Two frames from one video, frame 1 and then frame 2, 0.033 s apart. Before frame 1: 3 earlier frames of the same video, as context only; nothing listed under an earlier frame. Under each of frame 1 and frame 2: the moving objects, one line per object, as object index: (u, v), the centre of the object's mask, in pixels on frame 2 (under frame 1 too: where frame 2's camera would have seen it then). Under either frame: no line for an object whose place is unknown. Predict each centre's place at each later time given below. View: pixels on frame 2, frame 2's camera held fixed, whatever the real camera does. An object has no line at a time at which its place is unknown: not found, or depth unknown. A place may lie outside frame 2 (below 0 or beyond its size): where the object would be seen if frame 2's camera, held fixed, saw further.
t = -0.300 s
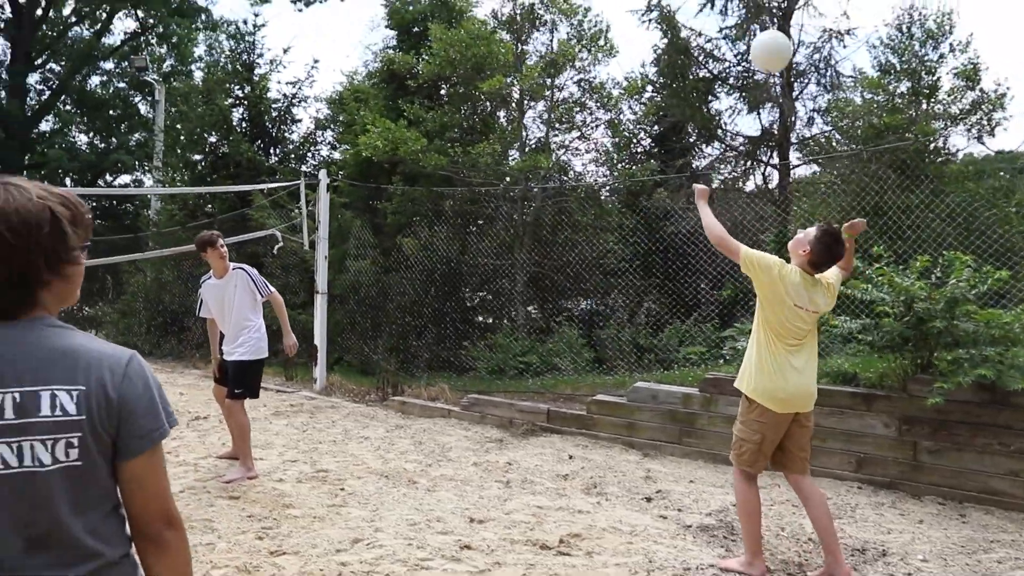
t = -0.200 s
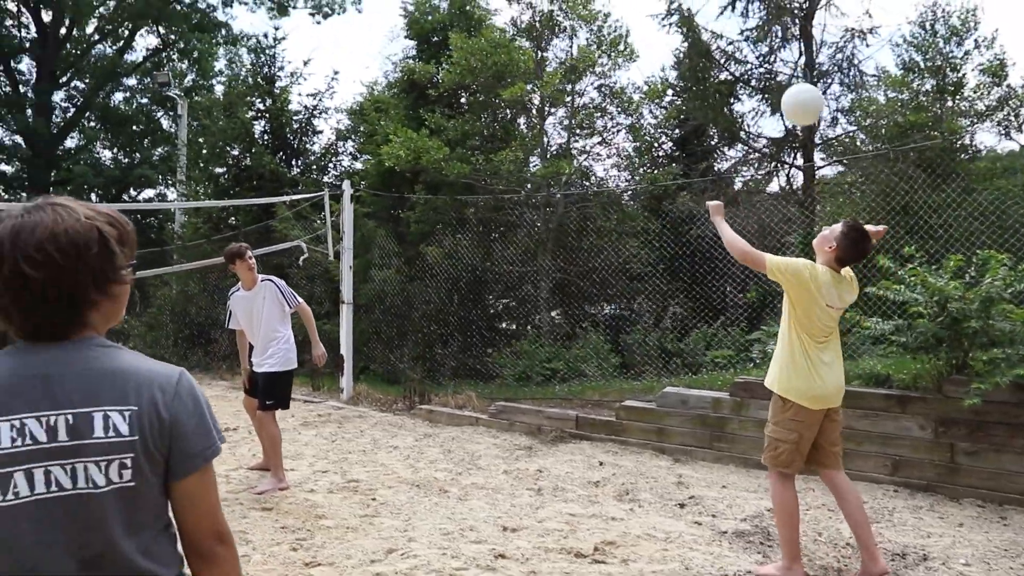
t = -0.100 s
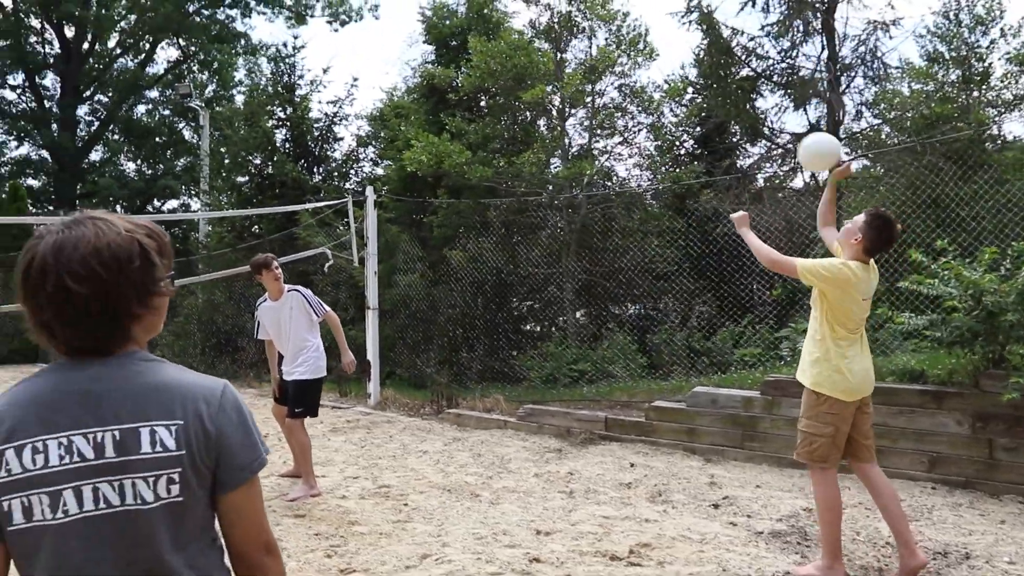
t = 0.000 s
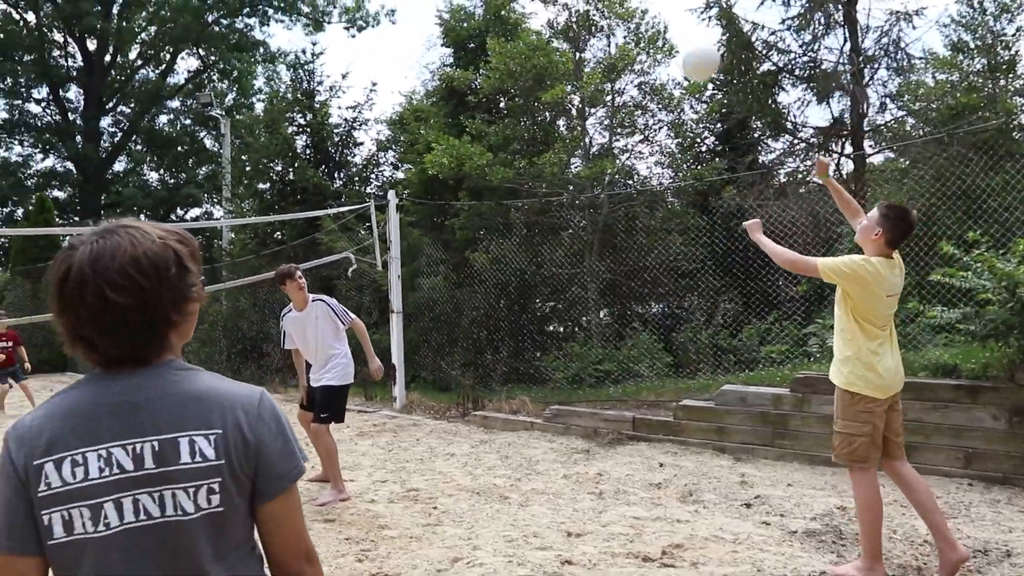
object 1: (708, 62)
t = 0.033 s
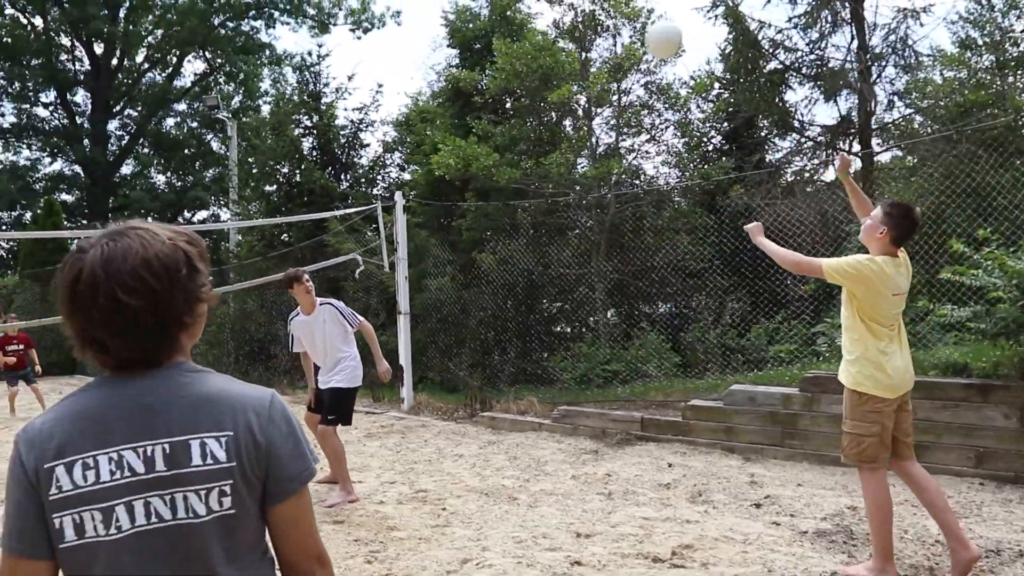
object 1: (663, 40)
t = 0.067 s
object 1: (623, 20)
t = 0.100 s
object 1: (585, 9)
